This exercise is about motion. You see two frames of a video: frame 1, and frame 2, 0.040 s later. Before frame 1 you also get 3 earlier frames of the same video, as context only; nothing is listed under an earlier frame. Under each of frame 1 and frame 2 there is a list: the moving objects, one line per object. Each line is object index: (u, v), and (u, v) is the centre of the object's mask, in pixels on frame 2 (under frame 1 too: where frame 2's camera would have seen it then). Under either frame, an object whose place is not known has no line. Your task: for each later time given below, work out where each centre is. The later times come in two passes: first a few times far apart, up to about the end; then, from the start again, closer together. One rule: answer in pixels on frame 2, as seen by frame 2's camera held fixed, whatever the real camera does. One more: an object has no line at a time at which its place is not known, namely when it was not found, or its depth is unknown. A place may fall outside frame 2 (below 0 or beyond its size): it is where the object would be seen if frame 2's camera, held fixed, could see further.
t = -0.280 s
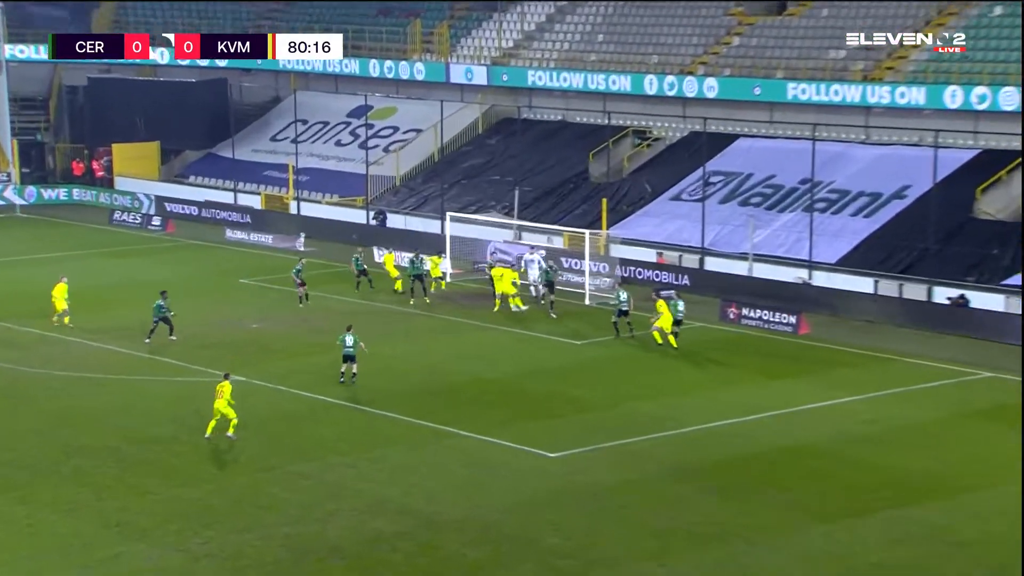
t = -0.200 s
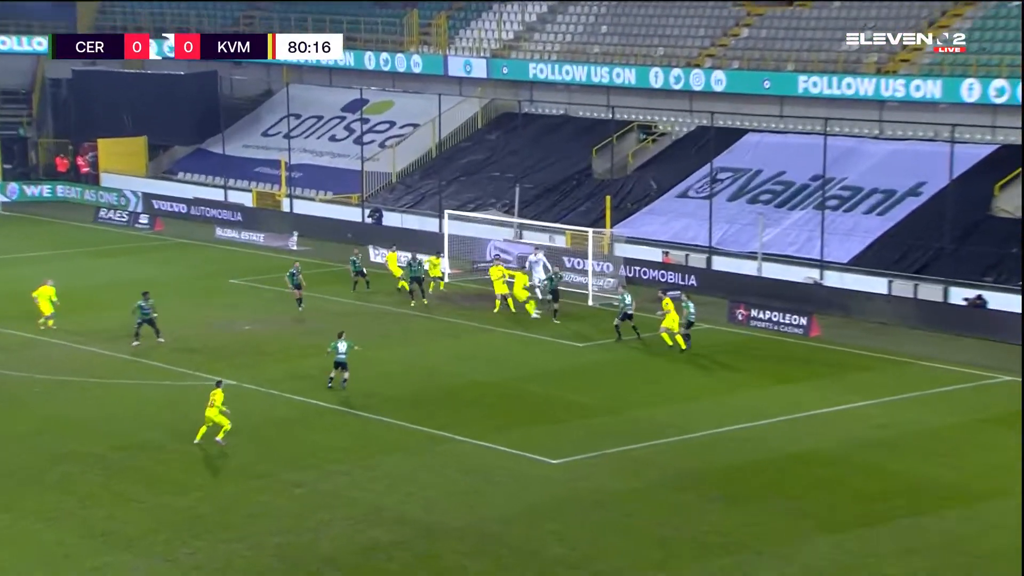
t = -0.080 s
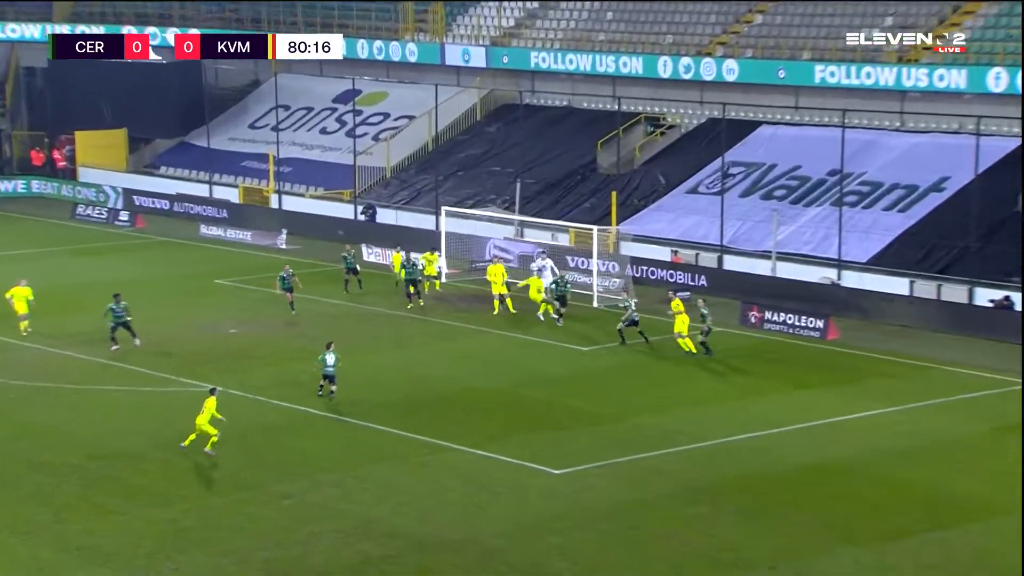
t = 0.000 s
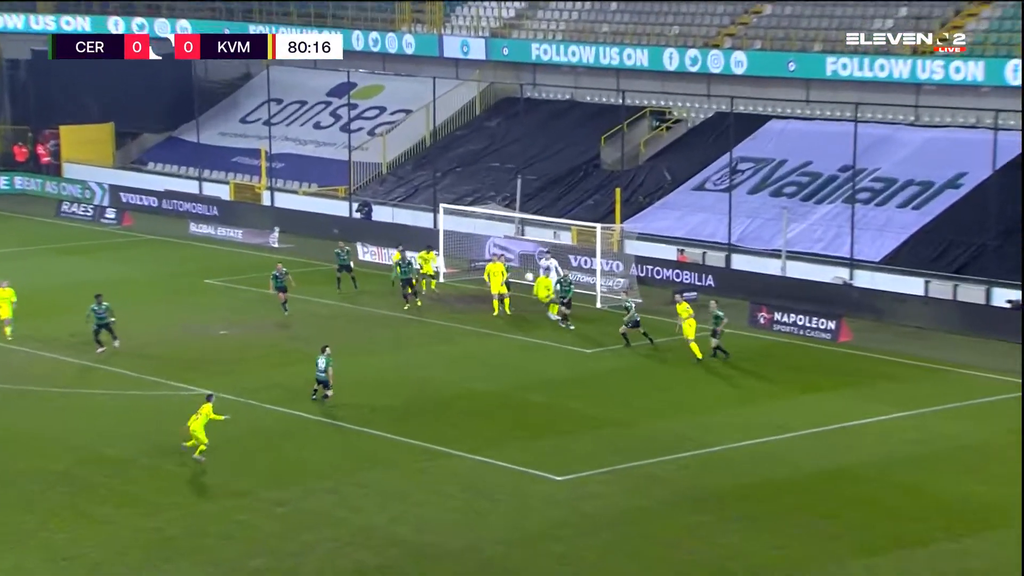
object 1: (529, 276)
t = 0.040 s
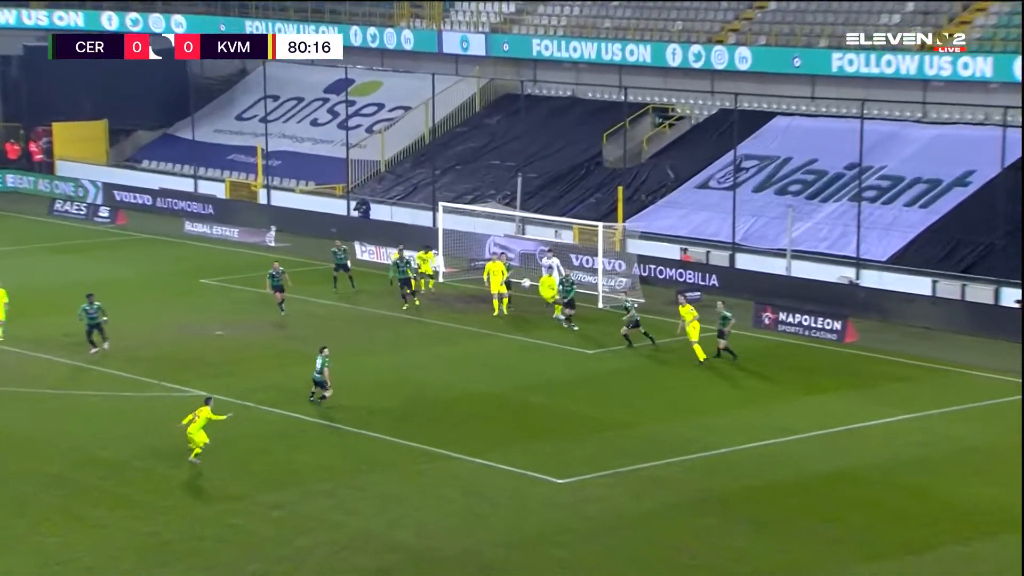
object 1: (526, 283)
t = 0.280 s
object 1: (500, 335)
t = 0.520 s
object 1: (461, 415)
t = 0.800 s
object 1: (413, 429)
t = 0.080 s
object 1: (522, 289)
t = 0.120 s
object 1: (518, 297)
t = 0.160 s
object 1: (514, 306)
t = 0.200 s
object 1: (510, 315)
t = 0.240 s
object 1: (505, 325)
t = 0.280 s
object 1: (500, 335)
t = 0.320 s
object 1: (494, 347)
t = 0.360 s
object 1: (488, 359)
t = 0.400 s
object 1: (482, 372)
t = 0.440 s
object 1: (476, 385)
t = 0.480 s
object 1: (469, 400)
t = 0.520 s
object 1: (461, 415)
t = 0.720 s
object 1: (427, 435)
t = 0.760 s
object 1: (420, 432)
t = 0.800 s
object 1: (413, 429)
